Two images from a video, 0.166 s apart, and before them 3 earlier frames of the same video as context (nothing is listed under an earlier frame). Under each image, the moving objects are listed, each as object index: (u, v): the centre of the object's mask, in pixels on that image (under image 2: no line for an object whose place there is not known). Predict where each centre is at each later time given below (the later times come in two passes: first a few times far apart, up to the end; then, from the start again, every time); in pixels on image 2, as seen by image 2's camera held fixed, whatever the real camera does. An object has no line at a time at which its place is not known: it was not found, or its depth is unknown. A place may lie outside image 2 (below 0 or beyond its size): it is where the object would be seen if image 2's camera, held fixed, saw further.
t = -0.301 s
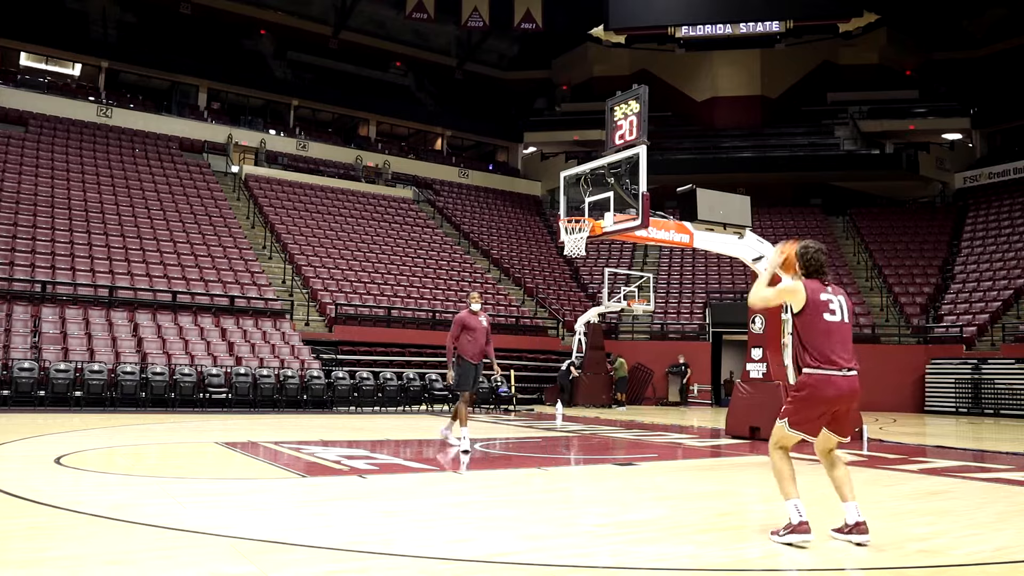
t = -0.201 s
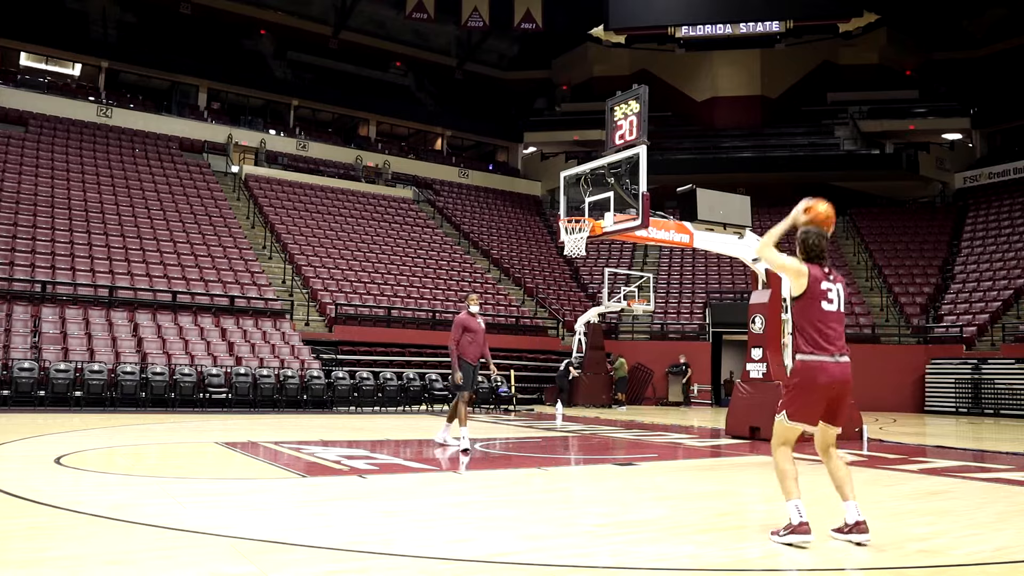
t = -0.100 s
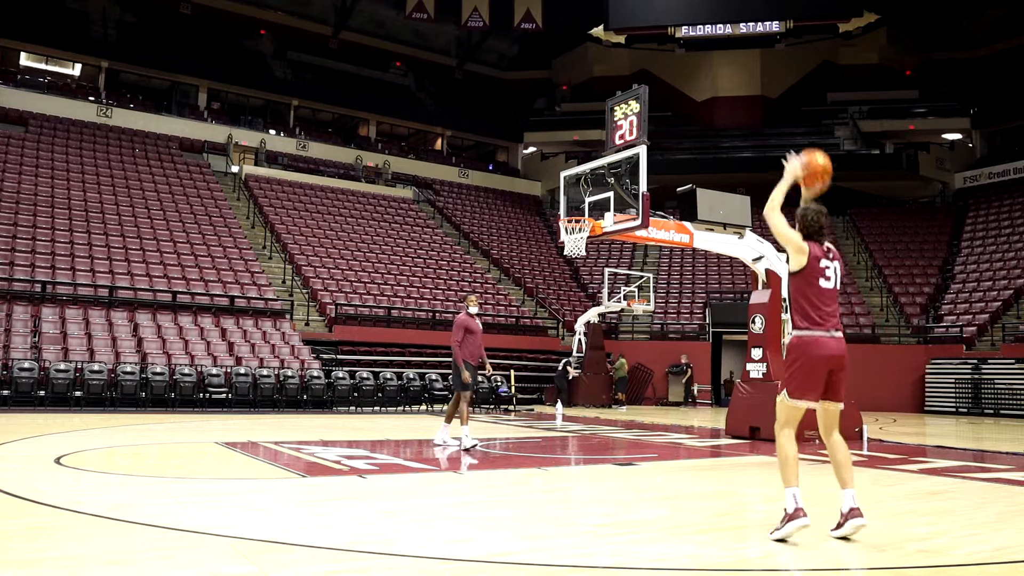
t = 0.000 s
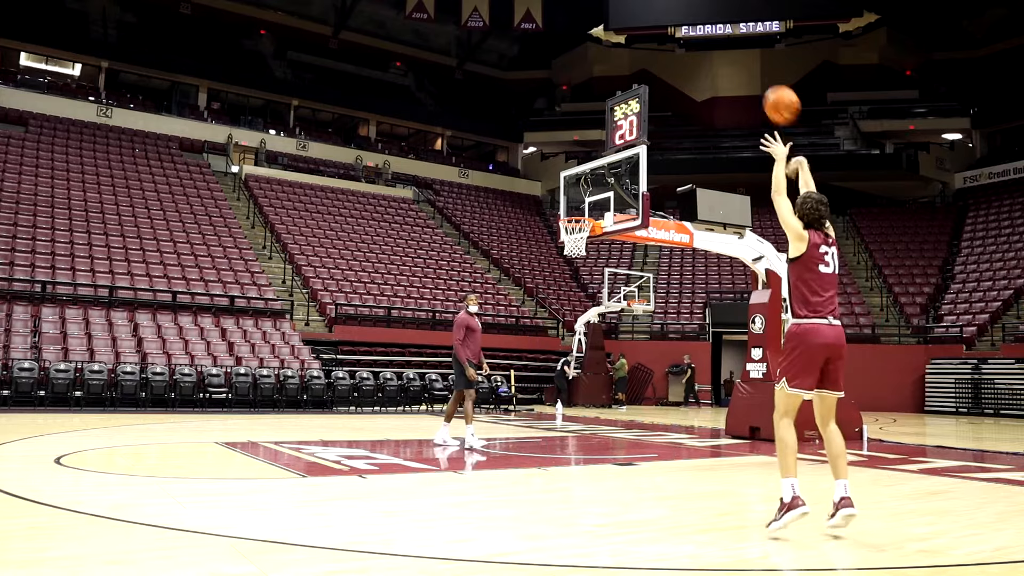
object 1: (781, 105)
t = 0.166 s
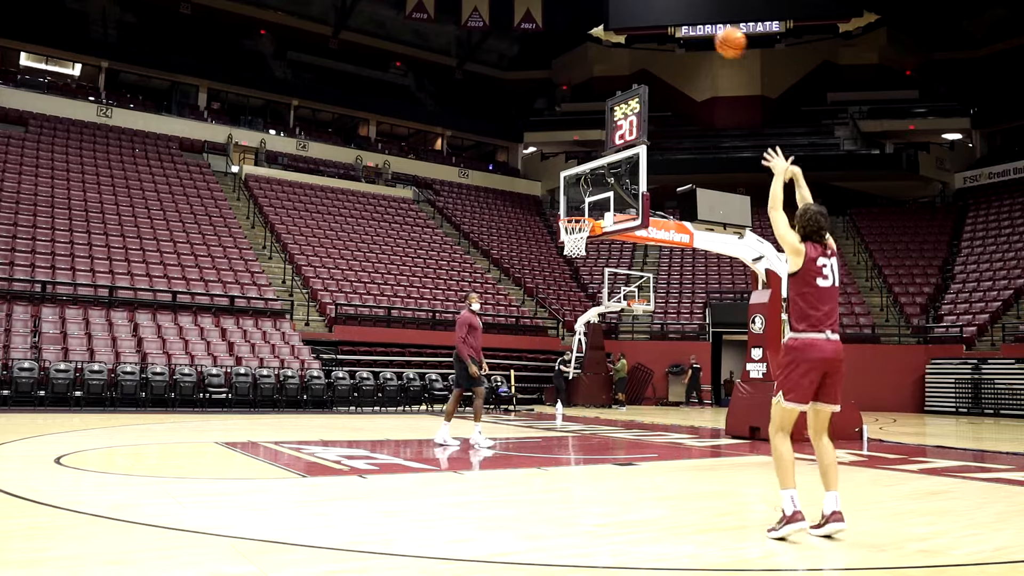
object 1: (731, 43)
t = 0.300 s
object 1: (698, 23)
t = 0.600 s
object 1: (644, 44)
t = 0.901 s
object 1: (605, 126)
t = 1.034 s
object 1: (591, 178)
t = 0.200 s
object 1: (722, 35)
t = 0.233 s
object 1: (713, 30)
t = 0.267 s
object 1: (705, 26)
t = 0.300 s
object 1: (698, 23)
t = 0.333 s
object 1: (691, 21)
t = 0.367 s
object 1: (684, 21)
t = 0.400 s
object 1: (678, 22)
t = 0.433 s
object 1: (671, 23)
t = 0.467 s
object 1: (666, 26)
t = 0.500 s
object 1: (660, 29)
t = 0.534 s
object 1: (655, 33)
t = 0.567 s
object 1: (649, 38)
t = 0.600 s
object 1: (644, 44)
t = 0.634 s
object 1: (639, 51)
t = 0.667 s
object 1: (635, 58)
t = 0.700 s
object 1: (630, 66)
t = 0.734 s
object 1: (625, 74)
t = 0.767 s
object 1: (621, 83)
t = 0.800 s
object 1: (617, 93)
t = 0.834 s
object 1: (612, 103)
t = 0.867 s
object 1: (608, 115)
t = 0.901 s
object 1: (605, 126)
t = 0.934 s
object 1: (601, 138)
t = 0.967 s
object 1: (597, 149)
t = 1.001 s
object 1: (594, 162)
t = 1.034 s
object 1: (591, 178)
